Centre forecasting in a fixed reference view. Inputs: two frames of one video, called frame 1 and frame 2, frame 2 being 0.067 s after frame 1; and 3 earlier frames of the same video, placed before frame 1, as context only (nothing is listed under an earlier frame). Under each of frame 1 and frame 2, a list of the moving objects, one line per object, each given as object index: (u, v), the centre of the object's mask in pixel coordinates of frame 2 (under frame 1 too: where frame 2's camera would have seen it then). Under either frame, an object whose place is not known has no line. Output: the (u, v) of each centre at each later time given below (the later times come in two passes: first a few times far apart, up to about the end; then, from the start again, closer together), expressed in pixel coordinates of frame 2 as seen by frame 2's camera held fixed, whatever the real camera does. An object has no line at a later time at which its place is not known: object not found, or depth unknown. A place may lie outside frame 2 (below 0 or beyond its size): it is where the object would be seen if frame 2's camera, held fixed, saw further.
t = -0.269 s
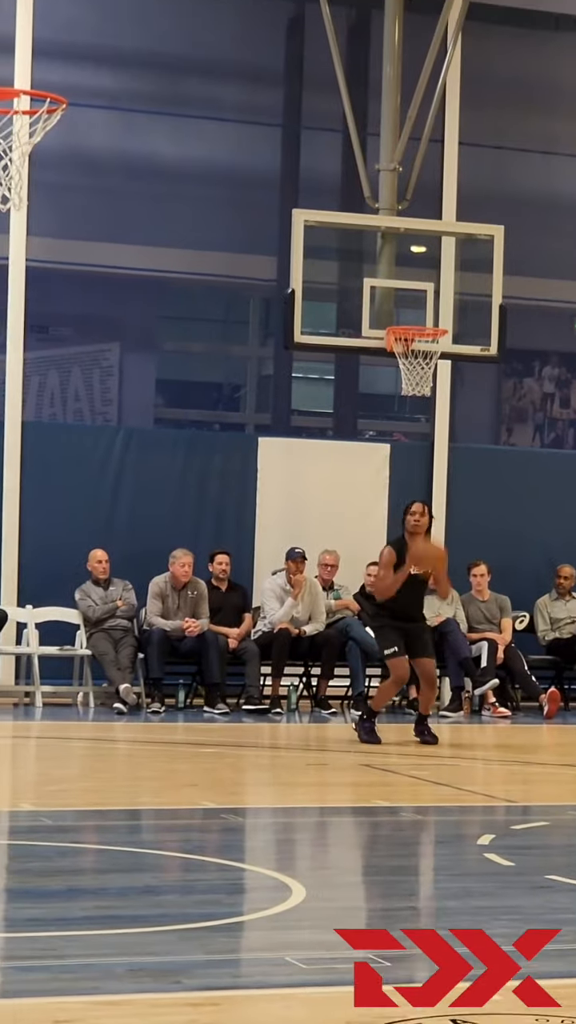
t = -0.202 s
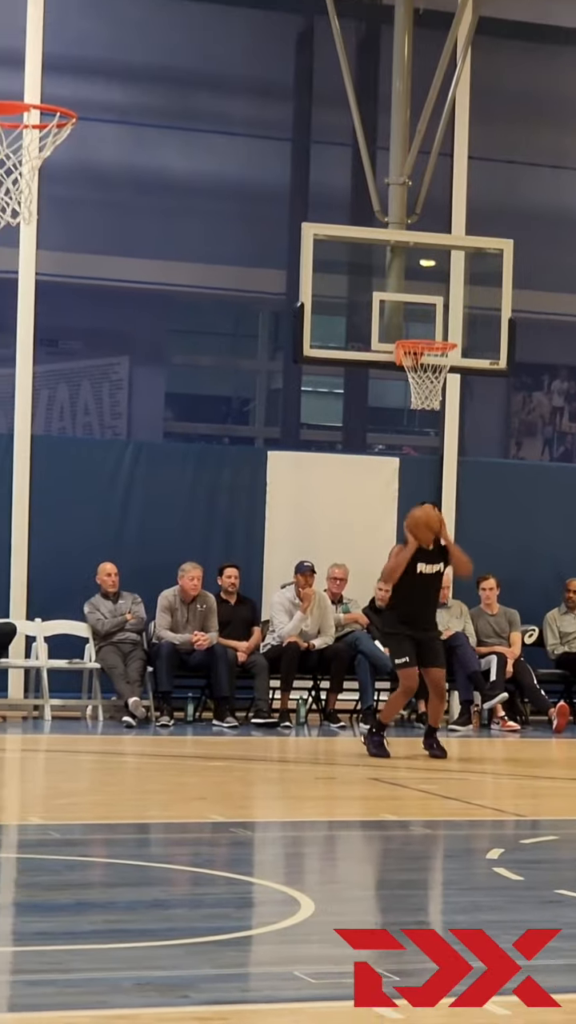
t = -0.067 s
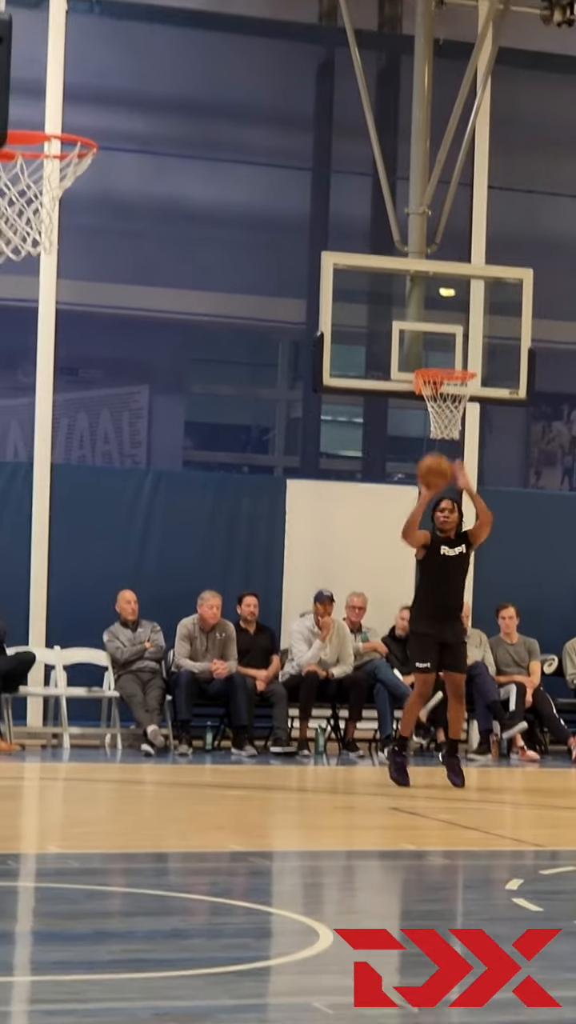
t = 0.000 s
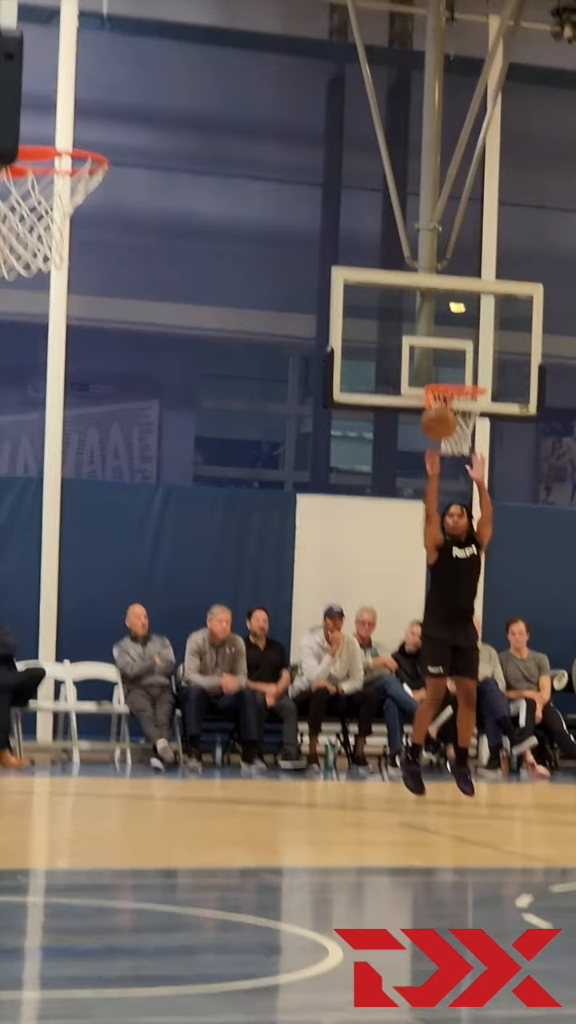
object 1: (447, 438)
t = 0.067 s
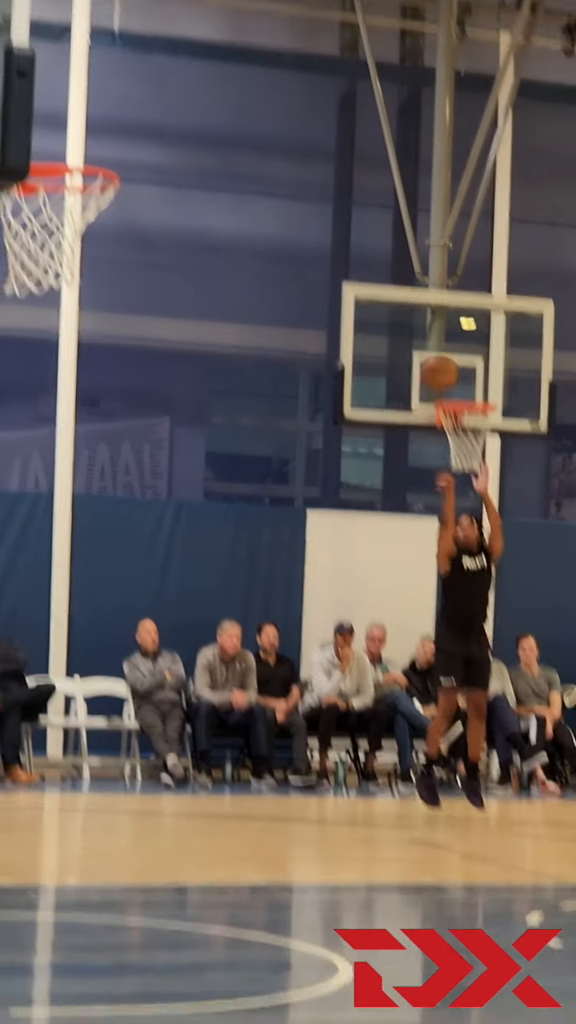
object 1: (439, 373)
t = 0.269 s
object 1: (407, 197)
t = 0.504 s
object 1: (355, 43)
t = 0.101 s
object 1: (434, 340)
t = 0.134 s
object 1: (429, 310)
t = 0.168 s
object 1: (424, 280)
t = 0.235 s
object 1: (412, 224)
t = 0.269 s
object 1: (407, 197)
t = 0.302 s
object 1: (400, 172)
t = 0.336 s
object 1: (394, 147)
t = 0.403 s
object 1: (380, 102)
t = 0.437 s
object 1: (372, 81)
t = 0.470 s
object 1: (364, 62)
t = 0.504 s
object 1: (355, 43)
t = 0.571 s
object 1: (338, 11)
